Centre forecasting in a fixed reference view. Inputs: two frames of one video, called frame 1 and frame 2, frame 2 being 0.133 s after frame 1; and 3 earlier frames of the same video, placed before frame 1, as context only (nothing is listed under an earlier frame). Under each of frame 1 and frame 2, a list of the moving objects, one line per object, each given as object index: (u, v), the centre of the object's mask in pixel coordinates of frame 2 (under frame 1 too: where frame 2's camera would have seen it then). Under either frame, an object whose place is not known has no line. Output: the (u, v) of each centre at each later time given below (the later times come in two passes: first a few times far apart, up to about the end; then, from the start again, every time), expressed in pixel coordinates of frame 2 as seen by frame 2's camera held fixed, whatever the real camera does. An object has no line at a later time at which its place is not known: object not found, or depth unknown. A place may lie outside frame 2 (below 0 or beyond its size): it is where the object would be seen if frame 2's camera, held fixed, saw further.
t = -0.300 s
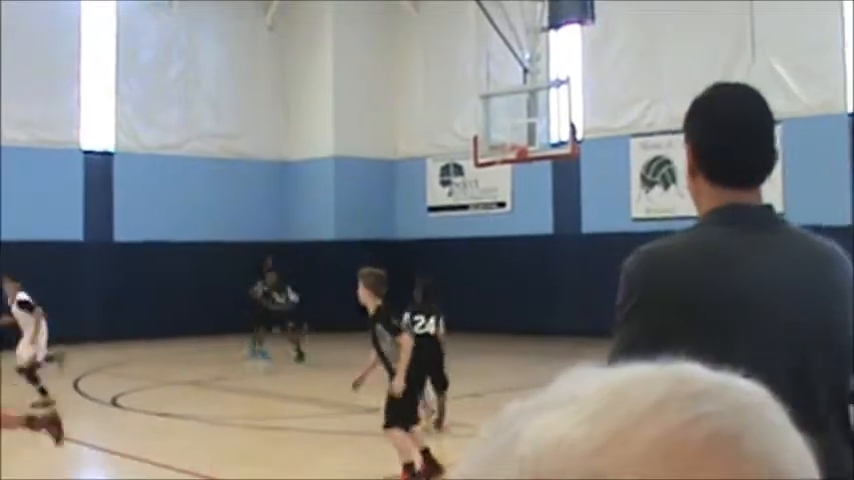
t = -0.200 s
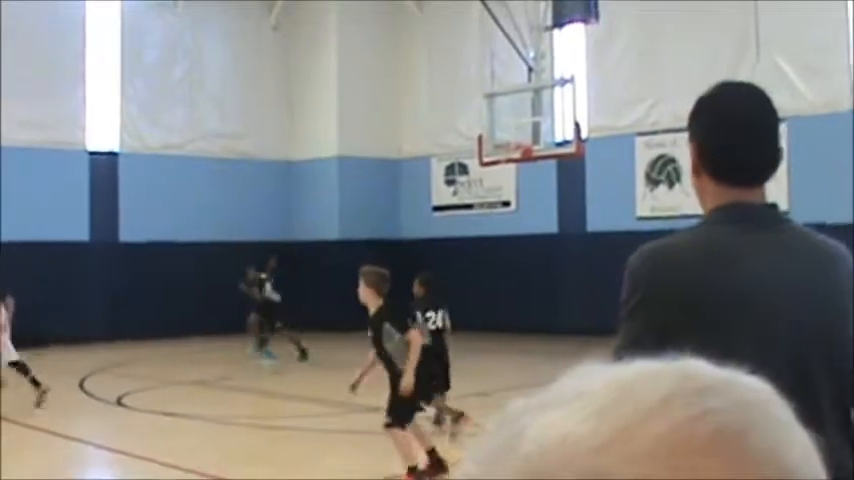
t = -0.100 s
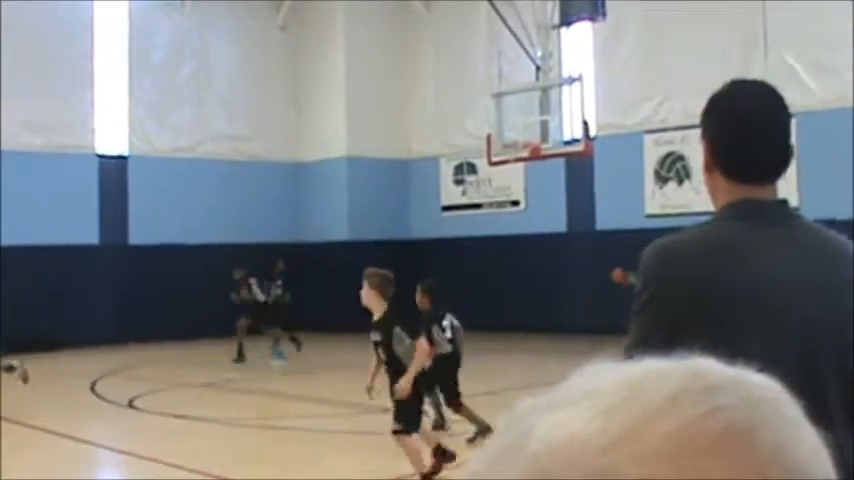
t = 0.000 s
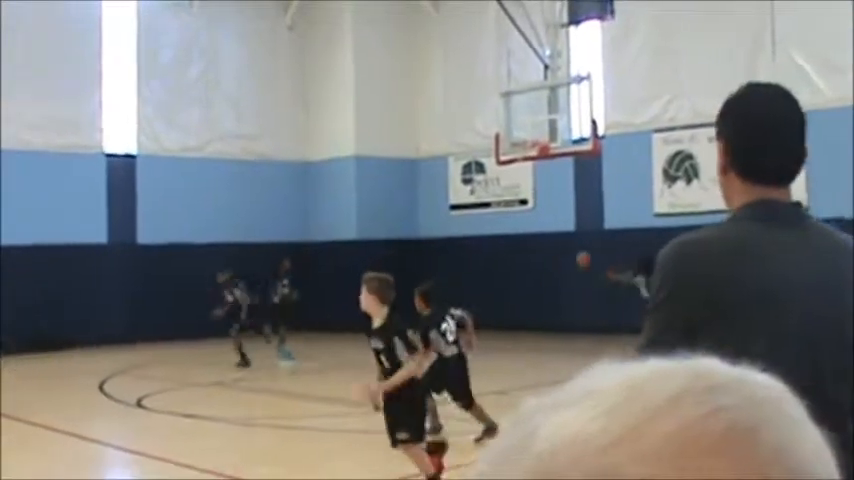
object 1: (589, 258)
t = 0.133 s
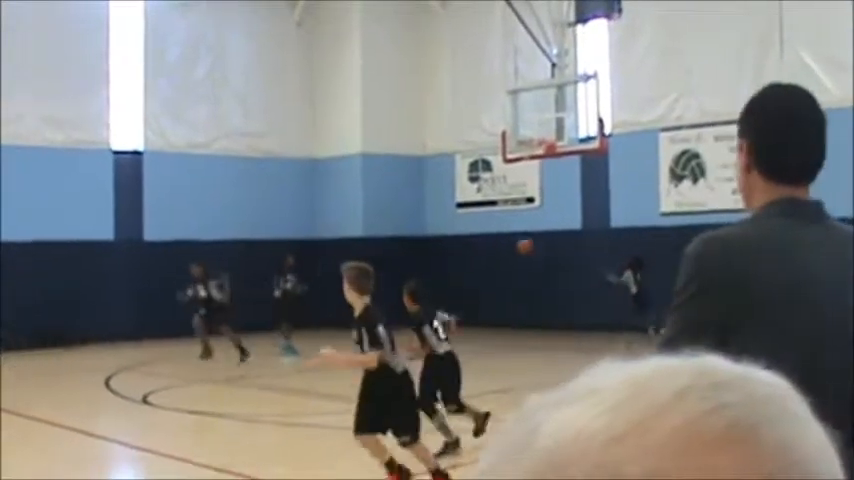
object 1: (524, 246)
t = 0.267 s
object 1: (464, 242)
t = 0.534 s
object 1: (346, 268)
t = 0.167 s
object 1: (509, 244)
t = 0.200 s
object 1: (494, 243)
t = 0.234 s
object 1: (479, 242)
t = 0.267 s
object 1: (464, 242)
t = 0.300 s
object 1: (450, 243)
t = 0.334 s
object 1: (433, 245)
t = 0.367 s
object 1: (418, 248)
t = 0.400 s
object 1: (404, 250)
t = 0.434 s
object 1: (389, 254)
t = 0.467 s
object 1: (375, 258)
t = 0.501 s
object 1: (359, 263)
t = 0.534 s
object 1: (346, 268)
